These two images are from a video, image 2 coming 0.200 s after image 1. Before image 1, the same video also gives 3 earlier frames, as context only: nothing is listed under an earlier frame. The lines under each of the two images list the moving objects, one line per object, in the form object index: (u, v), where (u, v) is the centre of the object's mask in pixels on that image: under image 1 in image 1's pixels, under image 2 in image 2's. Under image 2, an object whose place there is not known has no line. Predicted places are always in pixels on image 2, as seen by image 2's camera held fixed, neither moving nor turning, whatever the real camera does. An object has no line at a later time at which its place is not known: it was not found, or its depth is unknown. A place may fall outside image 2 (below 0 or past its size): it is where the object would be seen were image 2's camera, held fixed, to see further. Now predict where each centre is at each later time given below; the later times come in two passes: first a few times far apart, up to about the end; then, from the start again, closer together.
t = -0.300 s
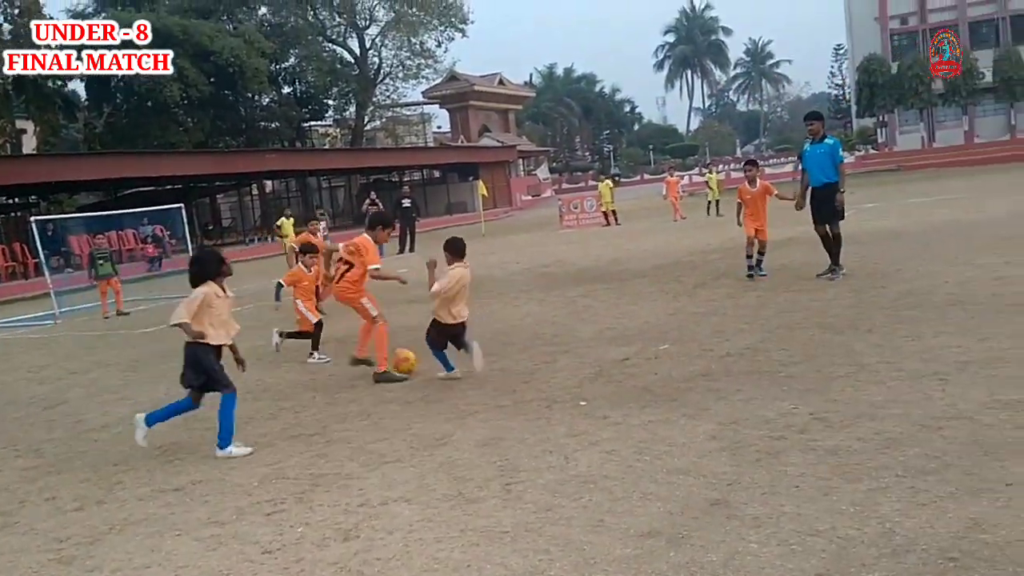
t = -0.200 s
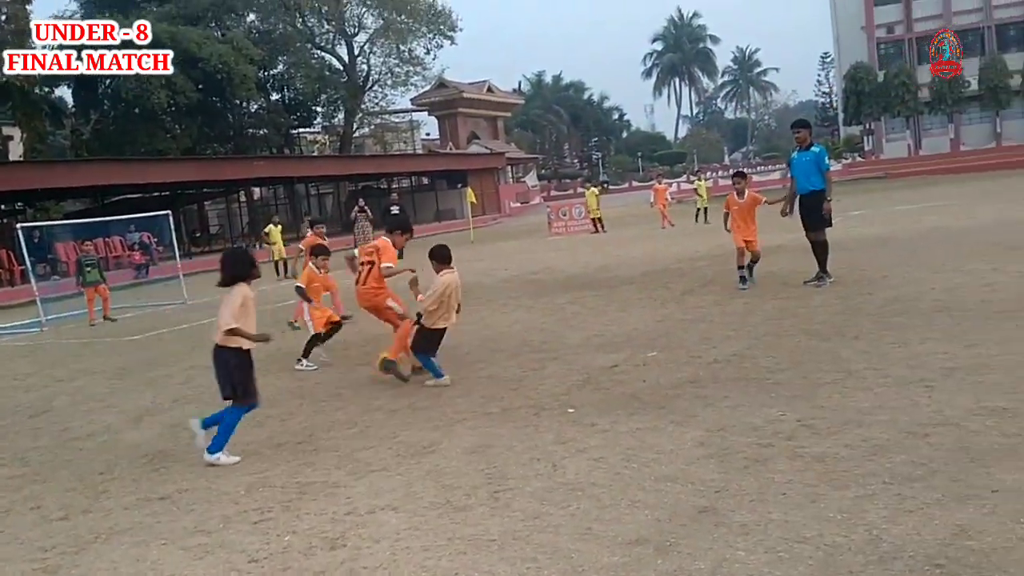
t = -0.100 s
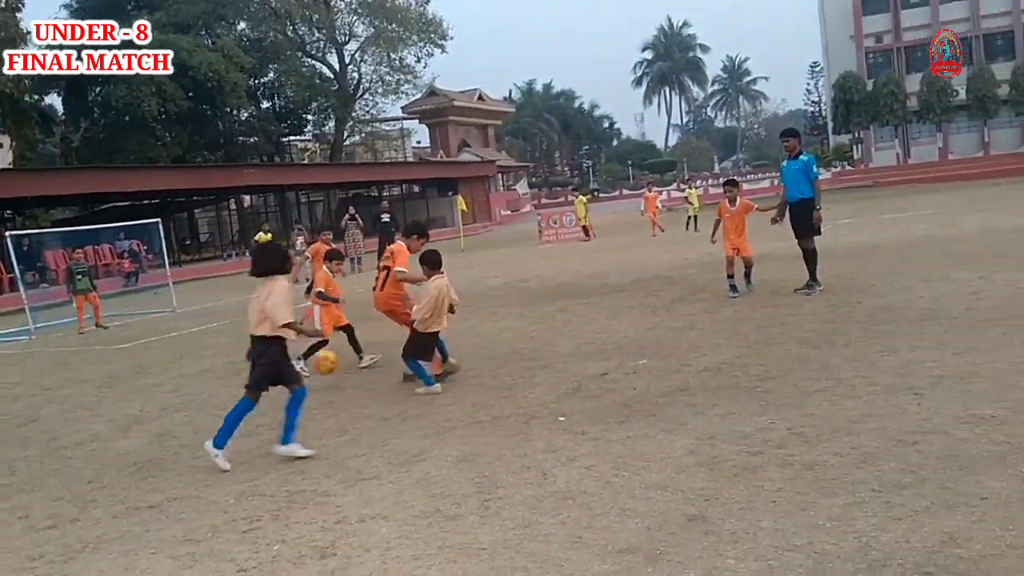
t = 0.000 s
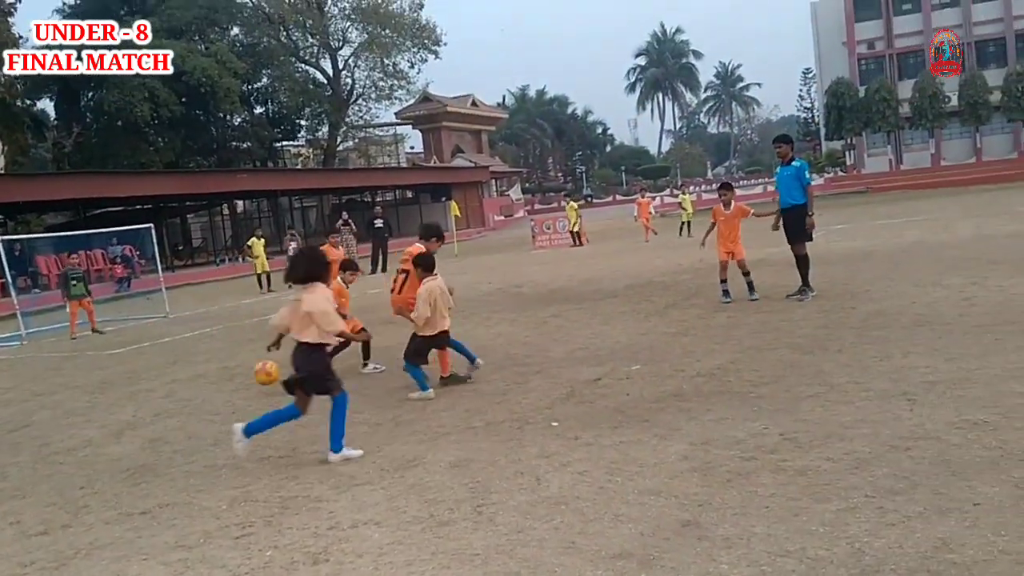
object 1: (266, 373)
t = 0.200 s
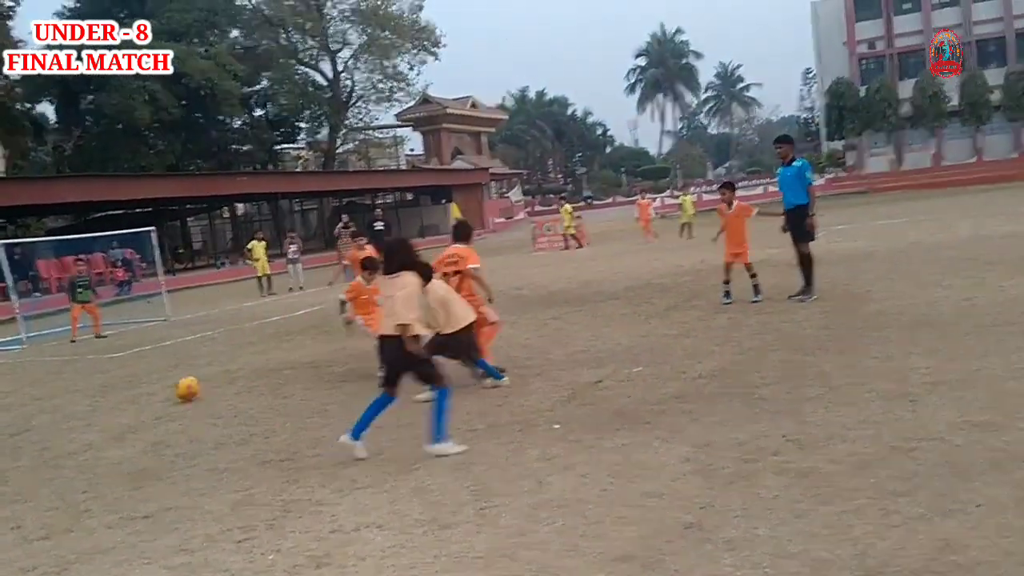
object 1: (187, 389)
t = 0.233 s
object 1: (176, 390)
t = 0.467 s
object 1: (120, 392)
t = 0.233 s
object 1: (176, 390)
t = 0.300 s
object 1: (156, 391)
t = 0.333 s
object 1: (148, 391)
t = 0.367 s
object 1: (141, 391)
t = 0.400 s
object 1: (136, 391)
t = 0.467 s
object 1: (120, 392)
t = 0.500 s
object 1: (114, 391)
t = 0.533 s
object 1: (107, 392)
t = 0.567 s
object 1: (101, 392)
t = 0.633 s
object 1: (88, 392)
